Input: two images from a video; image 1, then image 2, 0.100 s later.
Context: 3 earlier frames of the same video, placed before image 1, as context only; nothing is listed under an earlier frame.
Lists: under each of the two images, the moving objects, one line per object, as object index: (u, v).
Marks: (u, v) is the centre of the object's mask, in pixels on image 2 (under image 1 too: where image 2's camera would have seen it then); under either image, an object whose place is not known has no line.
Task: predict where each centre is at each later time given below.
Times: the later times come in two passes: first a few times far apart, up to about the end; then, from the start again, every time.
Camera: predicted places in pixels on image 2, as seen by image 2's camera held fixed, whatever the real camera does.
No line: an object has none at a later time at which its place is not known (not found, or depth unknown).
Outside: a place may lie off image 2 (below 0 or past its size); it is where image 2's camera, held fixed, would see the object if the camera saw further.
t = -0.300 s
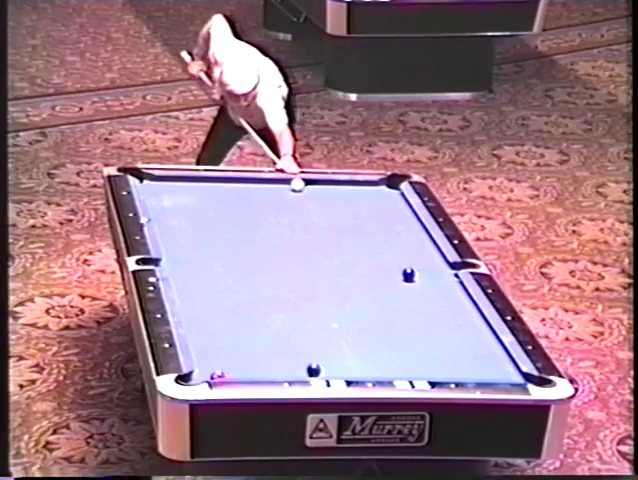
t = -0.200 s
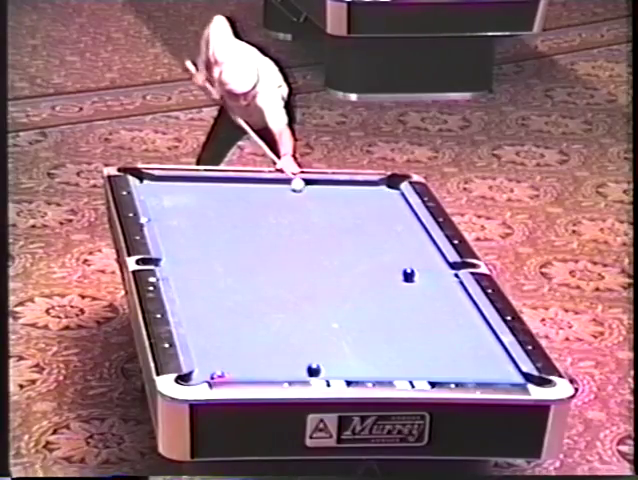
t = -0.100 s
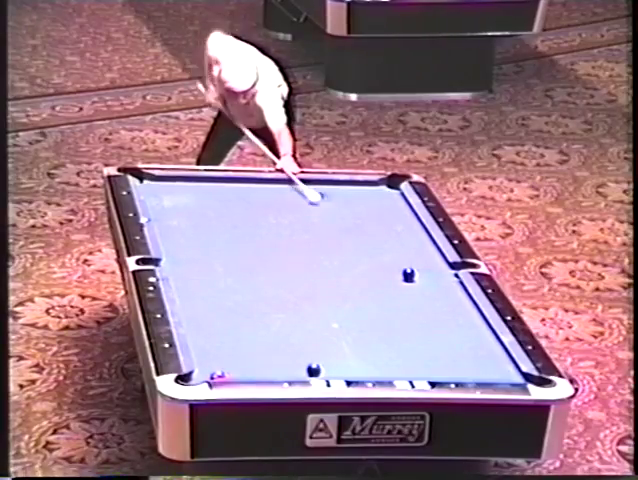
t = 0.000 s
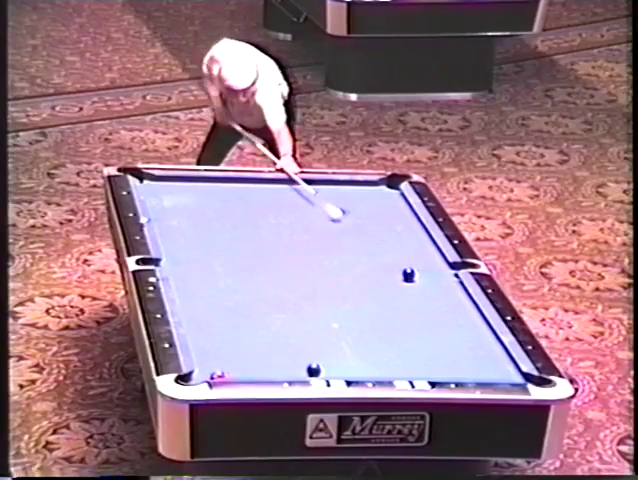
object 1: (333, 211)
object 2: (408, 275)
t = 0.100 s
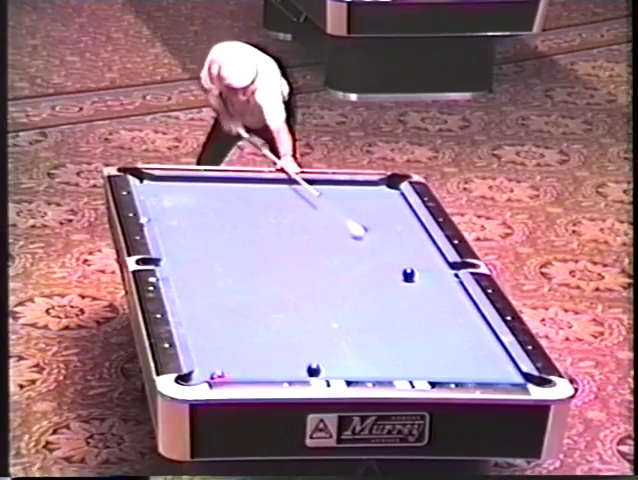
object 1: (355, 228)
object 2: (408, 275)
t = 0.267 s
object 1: (394, 258)
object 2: (408, 275)
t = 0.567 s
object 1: (442, 276)
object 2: (435, 319)
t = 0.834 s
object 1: (446, 285)
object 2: (460, 357)
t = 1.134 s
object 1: (433, 295)
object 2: (465, 365)
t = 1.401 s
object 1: (423, 304)
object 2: (455, 344)
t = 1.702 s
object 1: (412, 312)
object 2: (445, 322)
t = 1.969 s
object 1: (402, 321)
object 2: (436, 305)
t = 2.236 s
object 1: (394, 329)
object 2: (428, 288)
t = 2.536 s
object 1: (384, 337)
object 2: (421, 270)
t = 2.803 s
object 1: (375, 344)
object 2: (415, 257)
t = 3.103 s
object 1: (367, 352)
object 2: (409, 242)
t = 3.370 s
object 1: (360, 358)
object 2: (403, 230)
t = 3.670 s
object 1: (352, 364)
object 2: (398, 217)
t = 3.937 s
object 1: (346, 369)
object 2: (393, 207)
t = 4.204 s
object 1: (340, 371)
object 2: (390, 197)
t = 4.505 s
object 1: (333, 369)
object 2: (385, 187)
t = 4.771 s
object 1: (328, 366)
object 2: (390, 182)
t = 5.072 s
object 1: (326, 365)
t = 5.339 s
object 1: (324, 364)
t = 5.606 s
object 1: (323, 363)
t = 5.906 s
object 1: (322, 363)
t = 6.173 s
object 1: (323, 363)
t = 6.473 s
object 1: (323, 363)
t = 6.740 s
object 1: (323, 363)
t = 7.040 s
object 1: (323, 363)
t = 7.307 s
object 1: (323, 363)
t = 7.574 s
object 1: (322, 363)
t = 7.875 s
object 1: (322, 363)
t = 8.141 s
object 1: (322, 362)
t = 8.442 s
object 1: (322, 362)
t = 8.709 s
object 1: (321, 362)
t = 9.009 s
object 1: (321, 362)
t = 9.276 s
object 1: (321, 362)
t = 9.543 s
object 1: (321, 362)
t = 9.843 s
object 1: (320, 362)
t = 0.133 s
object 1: (363, 235)
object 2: (408, 275)
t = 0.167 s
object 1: (371, 240)
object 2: (408, 275)
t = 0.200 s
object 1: (379, 246)
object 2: (408, 275)
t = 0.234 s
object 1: (386, 252)
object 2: (408, 275)
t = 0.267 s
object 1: (394, 258)
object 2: (408, 275)
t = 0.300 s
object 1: (401, 263)
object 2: (408, 275)
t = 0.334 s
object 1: (408, 267)
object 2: (411, 279)
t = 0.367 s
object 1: (412, 268)
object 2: (414, 284)
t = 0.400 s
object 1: (417, 269)
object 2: (418, 291)
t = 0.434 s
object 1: (422, 270)
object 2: (422, 297)
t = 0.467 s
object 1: (426, 270)
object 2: (425, 303)
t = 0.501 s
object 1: (431, 271)
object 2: (428, 309)
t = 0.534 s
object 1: (436, 273)
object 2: (432, 314)
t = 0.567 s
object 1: (442, 276)
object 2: (435, 319)
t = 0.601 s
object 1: (447, 276)
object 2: (438, 324)
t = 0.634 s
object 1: (452, 277)
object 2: (441, 329)
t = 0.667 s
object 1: (453, 279)
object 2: (445, 334)
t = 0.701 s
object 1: (451, 280)
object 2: (447, 338)
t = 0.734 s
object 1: (450, 281)
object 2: (450, 343)
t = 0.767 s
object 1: (449, 282)
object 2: (453, 349)
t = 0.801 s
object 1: (448, 283)
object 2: (456, 353)
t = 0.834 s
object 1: (446, 285)
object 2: (460, 357)
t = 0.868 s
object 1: (444, 286)
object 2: (462, 363)
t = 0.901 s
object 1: (443, 287)
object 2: (465, 368)
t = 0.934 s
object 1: (442, 288)
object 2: (468, 371)
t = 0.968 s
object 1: (440, 289)
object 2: (471, 374)
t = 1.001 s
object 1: (438, 291)
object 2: (471, 374)
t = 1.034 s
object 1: (437, 292)
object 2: (470, 373)
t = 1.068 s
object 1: (436, 293)
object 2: (468, 370)
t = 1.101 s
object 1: (435, 294)
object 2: (467, 368)
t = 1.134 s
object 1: (433, 295)
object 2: (465, 365)
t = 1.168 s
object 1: (432, 296)
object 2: (464, 363)
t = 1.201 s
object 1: (430, 297)
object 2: (463, 360)
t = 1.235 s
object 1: (429, 298)
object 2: (462, 357)
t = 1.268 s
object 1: (428, 300)
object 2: (461, 354)
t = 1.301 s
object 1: (427, 301)
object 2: (459, 352)
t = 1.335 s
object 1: (426, 302)
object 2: (457, 349)
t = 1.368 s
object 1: (424, 303)
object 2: (456, 347)
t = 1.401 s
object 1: (423, 304)
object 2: (455, 344)
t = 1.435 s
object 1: (422, 305)
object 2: (455, 341)
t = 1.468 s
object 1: (421, 306)
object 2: (453, 339)
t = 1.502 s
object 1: (419, 307)
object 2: (451, 337)
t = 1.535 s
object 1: (418, 308)
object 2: (450, 334)
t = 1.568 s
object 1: (417, 308)
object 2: (449, 331)
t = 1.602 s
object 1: (415, 309)
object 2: (448, 329)
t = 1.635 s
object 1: (414, 310)
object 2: (447, 327)
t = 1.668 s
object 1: (413, 311)
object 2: (446, 324)
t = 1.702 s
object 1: (412, 312)
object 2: (445, 322)
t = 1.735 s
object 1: (411, 313)
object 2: (444, 320)
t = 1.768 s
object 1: (409, 314)
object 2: (443, 318)
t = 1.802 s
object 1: (408, 316)
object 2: (441, 315)
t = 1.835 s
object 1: (407, 317)
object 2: (440, 313)
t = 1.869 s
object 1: (406, 318)
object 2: (440, 311)
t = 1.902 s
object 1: (405, 319)
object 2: (439, 308)
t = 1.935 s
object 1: (404, 320)
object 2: (437, 307)
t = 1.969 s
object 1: (402, 321)
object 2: (436, 305)
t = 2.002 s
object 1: (401, 322)
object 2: (435, 303)
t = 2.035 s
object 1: (400, 323)
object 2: (434, 300)
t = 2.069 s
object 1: (399, 324)
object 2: (433, 298)
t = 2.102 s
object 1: (398, 325)
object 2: (433, 296)
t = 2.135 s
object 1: (397, 326)
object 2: (432, 294)
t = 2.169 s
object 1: (396, 326)
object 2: (431, 292)
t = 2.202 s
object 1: (395, 327)
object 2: (430, 290)
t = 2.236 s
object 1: (394, 329)
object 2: (428, 288)
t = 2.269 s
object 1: (392, 330)
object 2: (428, 286)
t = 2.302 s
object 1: (391, 330)
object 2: (427, 284)
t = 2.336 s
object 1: (390, 332)
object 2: (426, 282)
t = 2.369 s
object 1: (389, 333)
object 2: (426, 280)
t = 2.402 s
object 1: (388, 333)
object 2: (424, 278)
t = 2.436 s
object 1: (387, 334)
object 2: (424, 276)
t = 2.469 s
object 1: (386, 335)
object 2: (422, 274)
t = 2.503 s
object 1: (385, 336)
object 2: (422, 272)
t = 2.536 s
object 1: (384, 337)
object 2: (421, 270)
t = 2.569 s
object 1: (383, 338)
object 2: (420, 269)
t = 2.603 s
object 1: (382, 339)
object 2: (419, 267)
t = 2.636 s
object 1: (380, 340)
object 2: (419, 265)
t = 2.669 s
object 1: (379, 340)
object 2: (418, 263)
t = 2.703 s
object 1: (378, 342)
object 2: (417, 262)
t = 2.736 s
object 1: (377, 342)
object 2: (416, 260)
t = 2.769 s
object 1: (376, 343)
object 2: (415, 257)
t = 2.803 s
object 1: (375, 344)
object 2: (415, 257)
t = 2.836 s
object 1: (375, 345)
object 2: (414, 255)
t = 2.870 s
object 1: (373, 346)
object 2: (414, 253)
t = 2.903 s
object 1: (373, 347)
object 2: (413, 251)
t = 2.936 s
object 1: (371, 348)
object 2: (412, 250)
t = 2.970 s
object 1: (371, 348)
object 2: (411, 248)
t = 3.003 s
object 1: (370, 349)
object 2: (410, 247)
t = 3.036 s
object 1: (369, 350)
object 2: (410, 245)
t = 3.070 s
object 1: (368, 351)
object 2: (409, 243)
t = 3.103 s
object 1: (367, 352)
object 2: (409, 242)
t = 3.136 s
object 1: (366, 352)
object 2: (408, 240)
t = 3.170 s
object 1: (366, 353)
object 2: (408, 239)
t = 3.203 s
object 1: (364, 354)
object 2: (407, 237)
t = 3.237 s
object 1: (364, 354)
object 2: (406, 236)
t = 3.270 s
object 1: (363, 355)
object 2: (405, 234)
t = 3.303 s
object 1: (362, 356)
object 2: (405, 233)
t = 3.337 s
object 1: (361, 357)
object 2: (404, 231)
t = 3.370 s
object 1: (360, 358)
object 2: (403, 230)
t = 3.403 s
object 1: (359, 359)
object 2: (403, 229)
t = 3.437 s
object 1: (359, 359)
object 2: (403, 227)
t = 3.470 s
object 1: (357, 360)
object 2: (402, 225)
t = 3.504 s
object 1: (356, 361)
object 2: (401, 224)
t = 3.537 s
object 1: (356, 362)
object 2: (400, 223)
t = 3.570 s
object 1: (355, 362)
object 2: (400, 222)
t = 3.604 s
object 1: (354, 363)
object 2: (399, 220)
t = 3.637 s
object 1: (353, 363)
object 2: (398, 218)
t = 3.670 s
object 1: (352, 364)
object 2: (398, 217)
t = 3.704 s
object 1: (351, 365)
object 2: (398, 216)
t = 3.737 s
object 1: (351, 365)
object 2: (397, 214)
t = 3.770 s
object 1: (350, 366)
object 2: (397, 213)
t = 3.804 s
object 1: (349, 366)
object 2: (396, 212)
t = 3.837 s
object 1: (349, 367)
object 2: (395, 211)
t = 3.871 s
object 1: (347, 368)
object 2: (394, 210)
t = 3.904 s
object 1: (346, 369)
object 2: (394, 208)
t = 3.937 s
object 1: (346, 369)
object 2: (393, 207)
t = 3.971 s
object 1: (345, 370)
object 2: (393, 206)
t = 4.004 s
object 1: (344, 370)
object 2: (393, 205)
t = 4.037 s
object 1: (344, 371)
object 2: (393, 203)
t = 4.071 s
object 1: (343, 371)
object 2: (392, 201)
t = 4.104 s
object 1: (342, 372)
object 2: (391, 200)
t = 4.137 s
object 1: (341, 371)
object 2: (391, 199)
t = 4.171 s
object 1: (341, 371)
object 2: (390, 199)
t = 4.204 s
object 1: (340, 371)
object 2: (390, 197)
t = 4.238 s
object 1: (339, 371)
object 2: (389, 196)
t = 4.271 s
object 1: (338, 371)
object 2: (389, 195)
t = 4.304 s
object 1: (337, 370)
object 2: (388, 194)
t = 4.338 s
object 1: (336, 370)
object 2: (388, 193)
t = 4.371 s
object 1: (336, 370)
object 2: (388, 191)
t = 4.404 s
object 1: (336, 370)
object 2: (387, 190)
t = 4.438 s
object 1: (335, 370)
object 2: (387, 189)
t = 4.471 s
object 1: (334, 369)
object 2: (386, 188)
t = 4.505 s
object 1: (333, 369)
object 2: (385, 187)
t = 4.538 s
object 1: (332, 369)
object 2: (384, 185)
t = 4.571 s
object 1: (332, 368)
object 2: (384, 184)
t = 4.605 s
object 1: (332, 368)
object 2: (385, 184)
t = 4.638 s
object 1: (331, 368)
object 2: (385, 183)
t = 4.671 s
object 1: (330, 368)
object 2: (386, 183)
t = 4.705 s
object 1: (330, 367)
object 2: (389, 183)
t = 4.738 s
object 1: (329, 367)
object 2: (390, 182)
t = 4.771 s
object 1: (328, 366)
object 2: (390, 182)
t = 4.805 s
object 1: (328, 367)
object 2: (392, 184)
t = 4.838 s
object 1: (328, 366)
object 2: (394, 186)
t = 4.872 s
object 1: (327, 366)
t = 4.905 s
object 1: (327, 366)
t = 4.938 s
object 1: (326, 366)
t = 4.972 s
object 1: (326, 366)
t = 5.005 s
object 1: (326, 366)
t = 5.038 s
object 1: (326, 366)
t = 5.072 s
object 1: (326, 365)
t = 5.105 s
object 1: (325, 365)
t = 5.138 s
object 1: (325, 365)
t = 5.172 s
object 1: (325, 365)
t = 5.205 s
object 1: (325, 365)
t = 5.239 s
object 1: (324, 364)
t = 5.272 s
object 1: (324, 364)
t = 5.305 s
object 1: (324, 364)
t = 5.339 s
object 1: (324, 364)
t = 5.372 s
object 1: (324, 364)
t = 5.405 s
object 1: (323, 364)
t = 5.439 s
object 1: (323, 364)
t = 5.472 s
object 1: (323, 363)
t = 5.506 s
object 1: (323, 363)
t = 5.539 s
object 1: (323, 363)
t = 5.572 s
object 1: (323, 363)
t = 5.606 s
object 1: (323, 363)
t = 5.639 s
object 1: (323, 363)
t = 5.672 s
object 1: (323, 363)
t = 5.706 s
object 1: (323, 363)
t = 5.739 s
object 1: (323, 363)
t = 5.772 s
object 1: (323, 363)
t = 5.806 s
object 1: (323, 363)
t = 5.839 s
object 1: (322, 363)
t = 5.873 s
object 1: (322, 363)
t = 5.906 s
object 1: (322, 363)
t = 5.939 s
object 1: (323, 363)
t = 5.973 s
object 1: (323, 363)
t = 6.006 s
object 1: (323, 363)
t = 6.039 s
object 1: (323, 363)
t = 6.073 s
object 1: (323, 363)
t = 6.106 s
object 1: (323, 363)
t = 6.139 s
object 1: (323, 363)
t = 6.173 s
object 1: (323, 363)
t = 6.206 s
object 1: (323, 363)
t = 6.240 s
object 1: (323, 363)
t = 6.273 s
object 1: (323, 363)
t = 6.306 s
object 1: (323, 363)
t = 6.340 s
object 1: (323, 363)
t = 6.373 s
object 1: (323, 364)
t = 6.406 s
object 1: (323, 363)
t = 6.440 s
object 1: (323, 363)
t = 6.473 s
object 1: (323, 363)
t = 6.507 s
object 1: (323, 363)
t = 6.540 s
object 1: (323, 363)
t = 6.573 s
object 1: (323, 363)
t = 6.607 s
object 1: (323, 363)
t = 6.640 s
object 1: (323, 363)
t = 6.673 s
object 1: (323, 363)
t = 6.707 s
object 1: (323, 363)
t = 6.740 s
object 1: (323, 363)
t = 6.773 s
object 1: (323, 363)
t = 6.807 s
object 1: (323, 363)
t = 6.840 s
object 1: (323, 363)
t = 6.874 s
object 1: (323, 363)
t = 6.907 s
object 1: (323, 363)
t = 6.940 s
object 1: (323, 363)
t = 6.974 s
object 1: (323, 363)
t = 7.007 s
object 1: (323, 363)
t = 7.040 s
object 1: (323, 363)
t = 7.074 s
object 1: (323, 363)
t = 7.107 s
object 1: (323, 363)
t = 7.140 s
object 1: (323, 363)
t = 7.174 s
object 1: (323, 363)
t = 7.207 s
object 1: (323, 363)
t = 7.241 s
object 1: (323, 363)
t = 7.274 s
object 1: (323, 363)
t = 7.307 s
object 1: (323, 363)
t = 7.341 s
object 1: (323, 363)
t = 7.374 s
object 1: (323, 363)
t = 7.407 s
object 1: (323, 363)
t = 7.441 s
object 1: (322, 363)
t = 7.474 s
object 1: (322, 363)
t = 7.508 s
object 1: (322, 363)
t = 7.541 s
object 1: (322, 363)
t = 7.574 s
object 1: (322, 363)
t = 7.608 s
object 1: (322, 363)
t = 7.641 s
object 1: (322, 363)
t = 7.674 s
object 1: (322, 363)
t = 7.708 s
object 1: (322, 363)
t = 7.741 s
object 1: (322, 363)
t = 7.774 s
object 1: (322, 363)
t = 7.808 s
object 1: (322, 362)
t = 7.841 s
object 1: (322, 363)
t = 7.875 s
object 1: (322, 363)
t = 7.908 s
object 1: (322, 362)
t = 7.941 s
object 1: (322, 362)
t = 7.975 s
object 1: (322, 363)
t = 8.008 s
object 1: (322, 363)
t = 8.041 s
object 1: (322, 362)
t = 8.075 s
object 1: (322, 362)
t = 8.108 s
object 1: (322, 363)
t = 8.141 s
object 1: (322, 362)
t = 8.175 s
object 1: (322, 362)
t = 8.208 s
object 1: (322, 362)
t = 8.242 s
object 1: (322, 362)
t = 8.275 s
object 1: (322, 362)
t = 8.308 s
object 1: (322, 362)
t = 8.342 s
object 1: (322, 362)
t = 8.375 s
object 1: (322, 362)
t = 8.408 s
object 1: (322, 362)
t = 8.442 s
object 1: (322, 362)
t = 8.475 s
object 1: (322, 362)
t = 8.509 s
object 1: (322, 362)
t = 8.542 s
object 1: (322, 362)
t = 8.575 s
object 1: (322, 362)
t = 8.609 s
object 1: (322, 362)
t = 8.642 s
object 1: (321, 362)
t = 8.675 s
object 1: (321, 362)
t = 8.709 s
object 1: (321, 362)
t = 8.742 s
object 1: (321, 362)
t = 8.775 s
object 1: (321, 362)
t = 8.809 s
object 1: (321, 362)
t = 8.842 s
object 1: (321, 362)
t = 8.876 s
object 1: (321, 362)
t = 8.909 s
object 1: (321, 362)
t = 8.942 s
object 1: (321, 362)
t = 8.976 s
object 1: (321, 362)
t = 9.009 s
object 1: (321, 362)
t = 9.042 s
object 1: (321, 362)
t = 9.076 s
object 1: (321, 362)
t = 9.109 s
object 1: (321, 362)
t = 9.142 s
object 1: (321, 362)
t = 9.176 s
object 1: (321, 362)
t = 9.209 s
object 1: (321, 362)
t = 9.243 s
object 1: (321, 362)
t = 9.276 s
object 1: (321, 362)
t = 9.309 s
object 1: (321, 362)
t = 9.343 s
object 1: (321, 362)
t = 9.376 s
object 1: (321, 362)
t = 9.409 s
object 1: (321, 362)
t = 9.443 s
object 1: (321, 361)
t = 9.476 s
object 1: (321, 361)
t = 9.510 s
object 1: (321, 362)
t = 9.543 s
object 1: (321, 362)
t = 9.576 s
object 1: (321, 362)
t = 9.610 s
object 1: (321, 362)
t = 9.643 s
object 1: (321, 362)
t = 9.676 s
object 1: (321, 362)
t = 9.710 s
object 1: (321, 361)
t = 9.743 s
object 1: (321, 361)
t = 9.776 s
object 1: (321, 362)
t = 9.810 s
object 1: (321, 362)
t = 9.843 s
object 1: (320, 362)
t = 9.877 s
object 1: (320, 362)
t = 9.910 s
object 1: (320, 362)
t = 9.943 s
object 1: (321, 362)
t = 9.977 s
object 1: (321, 362)
